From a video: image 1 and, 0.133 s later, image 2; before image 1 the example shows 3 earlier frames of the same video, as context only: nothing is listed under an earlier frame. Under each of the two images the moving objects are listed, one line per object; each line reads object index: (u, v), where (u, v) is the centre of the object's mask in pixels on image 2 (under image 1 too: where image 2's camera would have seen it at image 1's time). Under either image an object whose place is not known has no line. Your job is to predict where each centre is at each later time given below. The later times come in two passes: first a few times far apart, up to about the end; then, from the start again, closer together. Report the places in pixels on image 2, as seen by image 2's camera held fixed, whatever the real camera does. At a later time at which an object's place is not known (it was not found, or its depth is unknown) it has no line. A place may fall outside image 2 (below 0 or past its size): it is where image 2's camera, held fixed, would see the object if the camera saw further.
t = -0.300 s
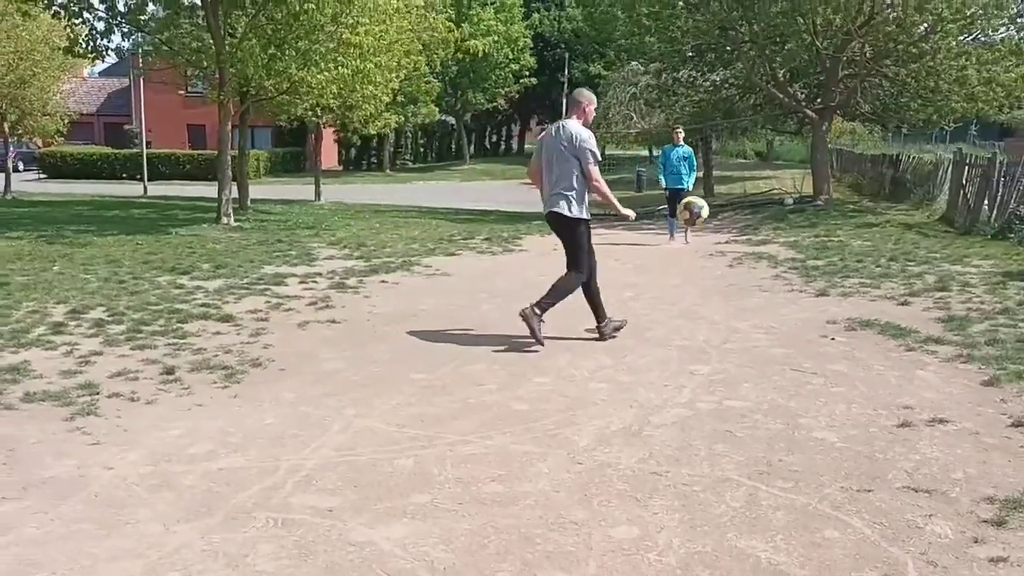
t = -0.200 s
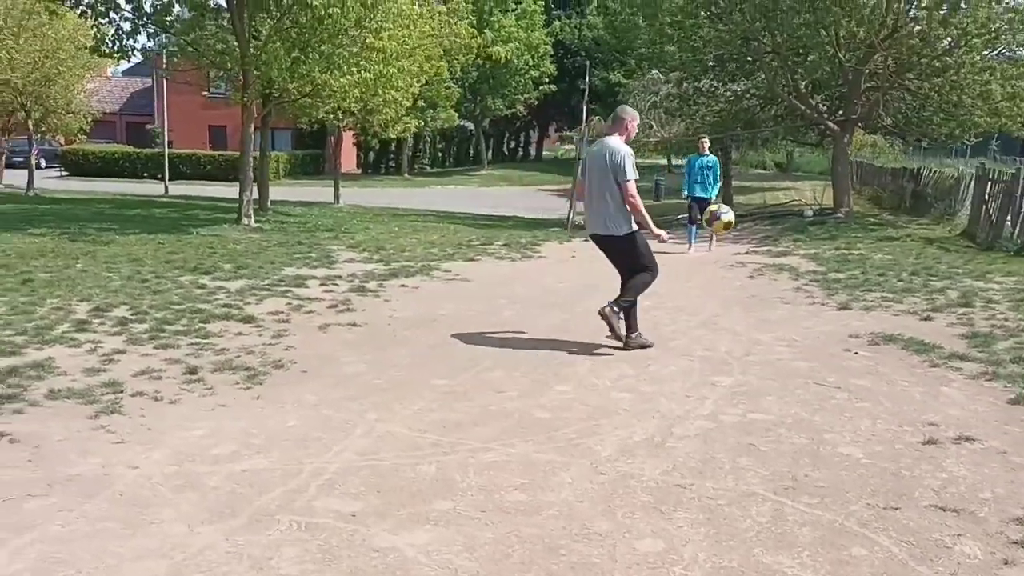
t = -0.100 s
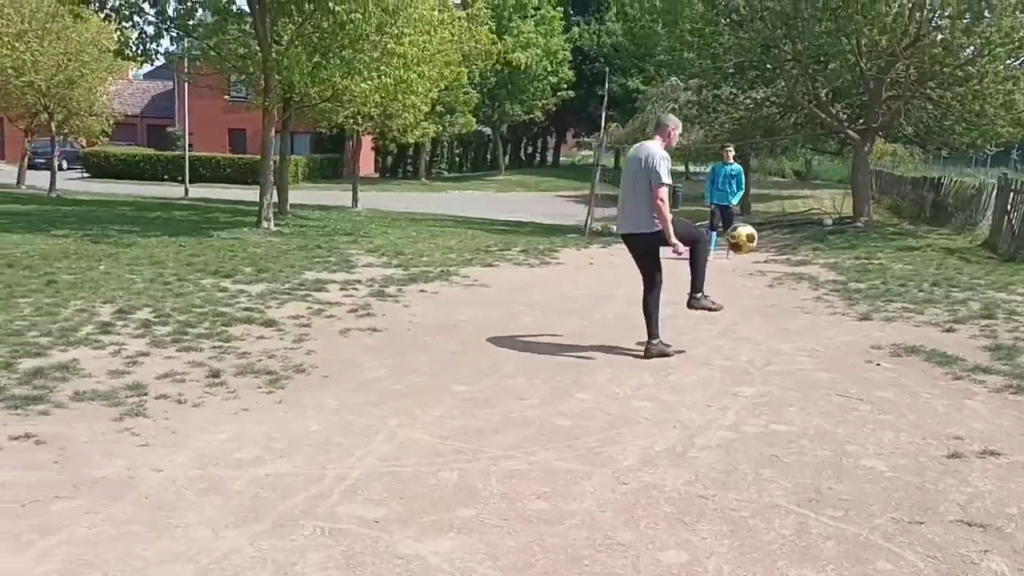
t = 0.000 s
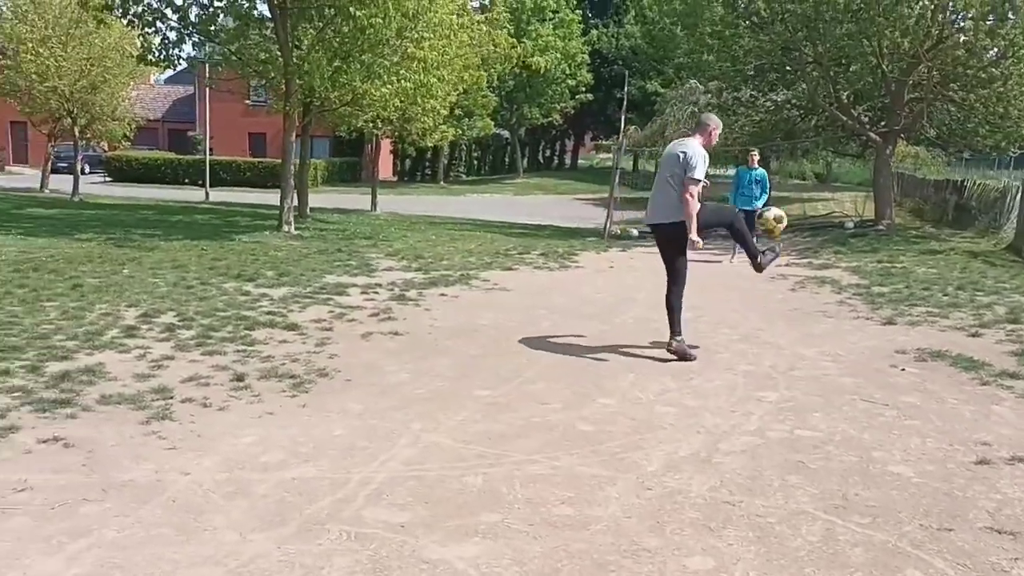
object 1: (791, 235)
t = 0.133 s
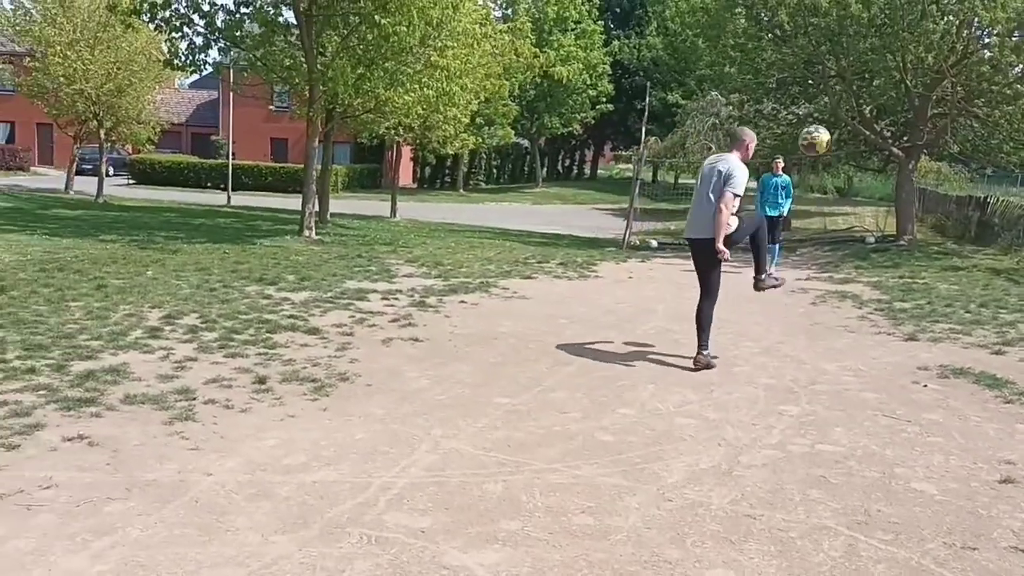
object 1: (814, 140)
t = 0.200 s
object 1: (825, 103)
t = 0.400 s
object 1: (847, 32)
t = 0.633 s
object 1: (859, 20)
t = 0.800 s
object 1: (863, 51)
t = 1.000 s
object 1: (866, 126)
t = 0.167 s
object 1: (820, 121)
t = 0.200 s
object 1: (825, 103)
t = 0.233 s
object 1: (830, 87)
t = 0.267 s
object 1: (834, 73)
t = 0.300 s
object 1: (837, 60)
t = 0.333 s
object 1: (841, 50)
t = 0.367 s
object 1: (845, 40)
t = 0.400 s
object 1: (847, 32)
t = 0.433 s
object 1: (850, 25)
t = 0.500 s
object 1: (854, 17)
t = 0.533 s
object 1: (856, 15)
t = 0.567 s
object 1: (858, 16)
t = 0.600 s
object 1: (857, 17)
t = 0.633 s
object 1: (859, 20)
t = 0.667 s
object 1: (859, 23)
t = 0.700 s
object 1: (860, 28)
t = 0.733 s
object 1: (860, 33)
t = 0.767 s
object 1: (862, 42)
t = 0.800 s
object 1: (863, 51)
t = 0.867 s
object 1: (863, 73)
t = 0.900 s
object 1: (864, 85)
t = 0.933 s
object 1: (865, 98)
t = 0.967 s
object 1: (865, 112)
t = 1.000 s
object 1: (866, 126)
